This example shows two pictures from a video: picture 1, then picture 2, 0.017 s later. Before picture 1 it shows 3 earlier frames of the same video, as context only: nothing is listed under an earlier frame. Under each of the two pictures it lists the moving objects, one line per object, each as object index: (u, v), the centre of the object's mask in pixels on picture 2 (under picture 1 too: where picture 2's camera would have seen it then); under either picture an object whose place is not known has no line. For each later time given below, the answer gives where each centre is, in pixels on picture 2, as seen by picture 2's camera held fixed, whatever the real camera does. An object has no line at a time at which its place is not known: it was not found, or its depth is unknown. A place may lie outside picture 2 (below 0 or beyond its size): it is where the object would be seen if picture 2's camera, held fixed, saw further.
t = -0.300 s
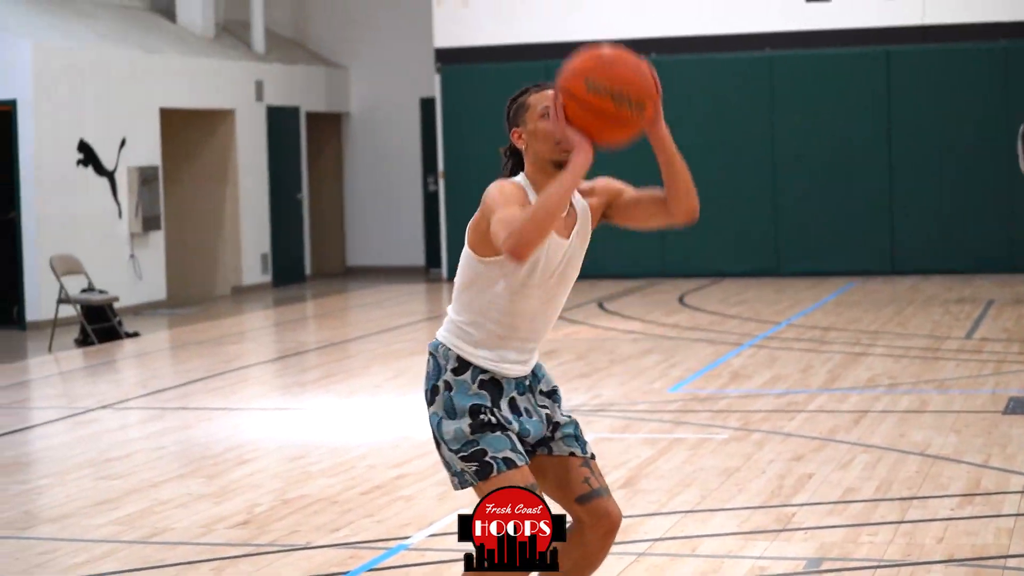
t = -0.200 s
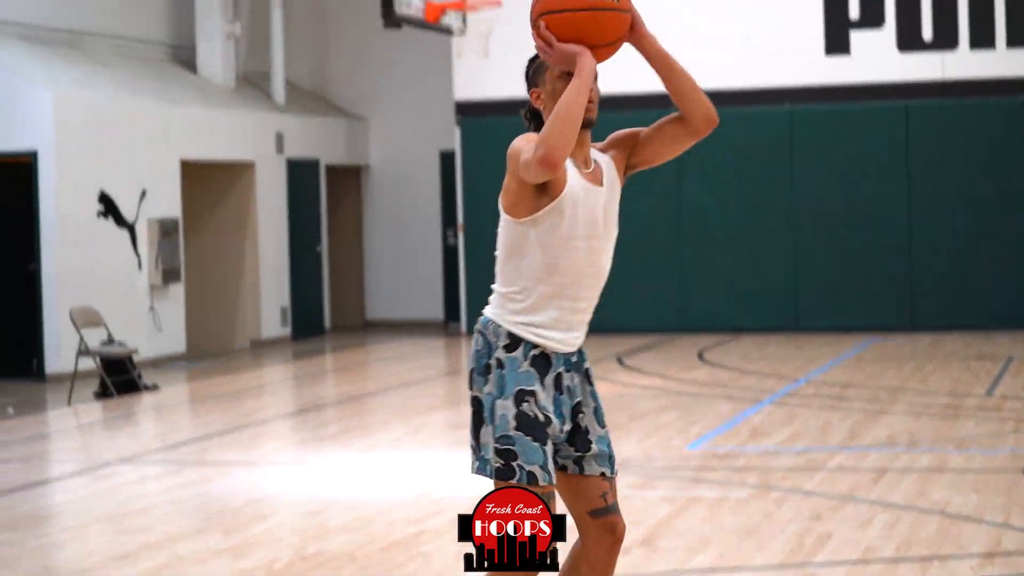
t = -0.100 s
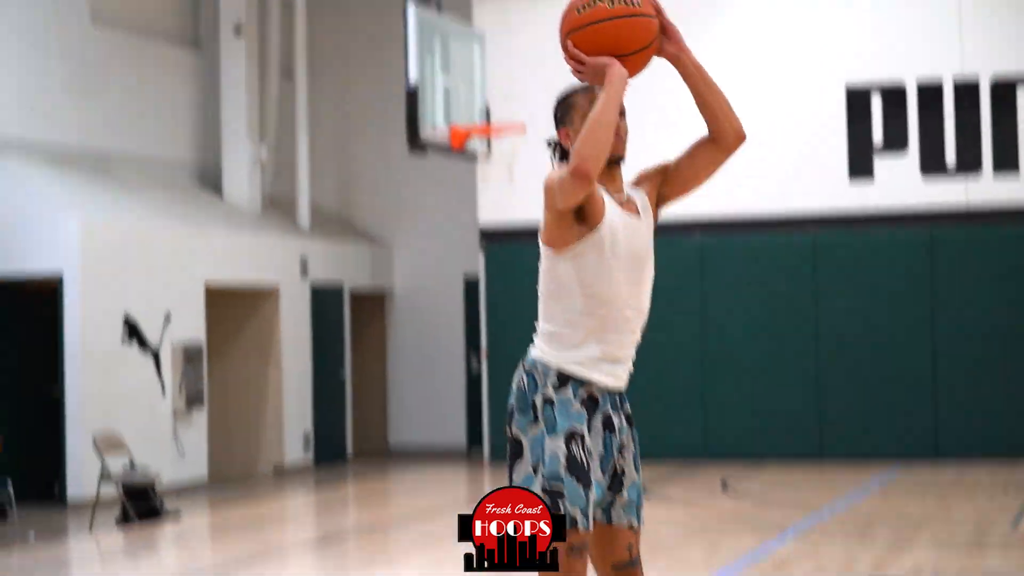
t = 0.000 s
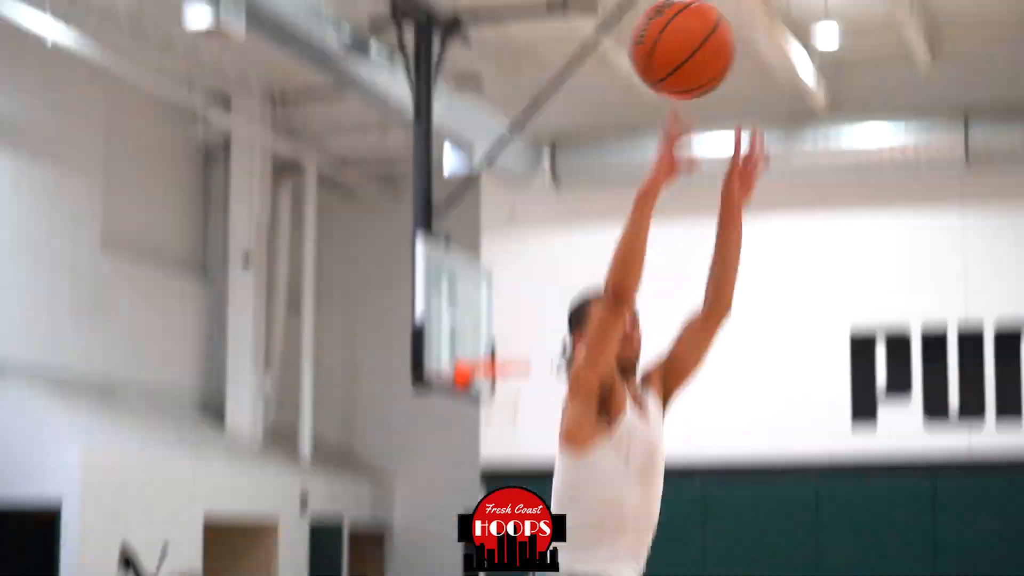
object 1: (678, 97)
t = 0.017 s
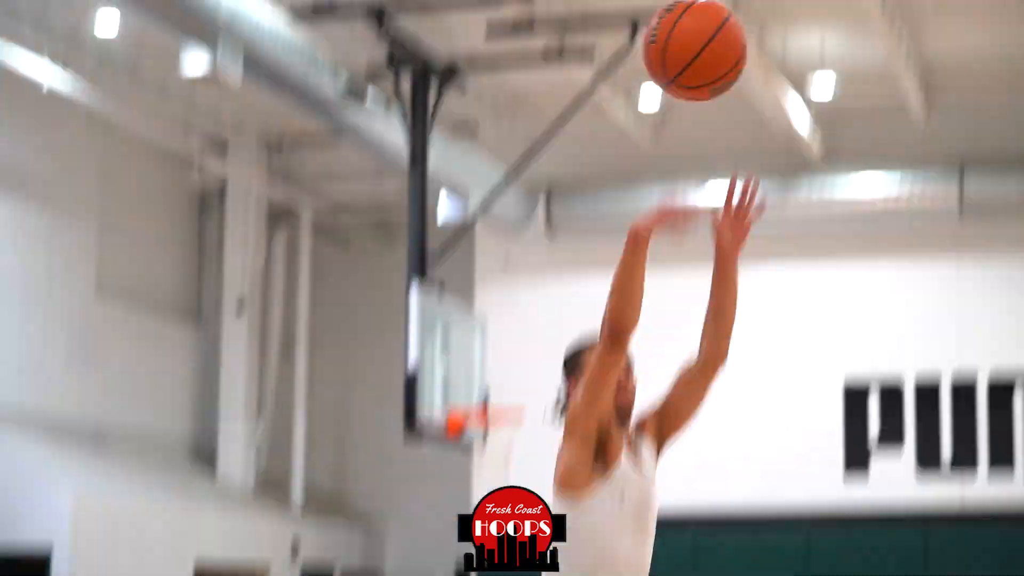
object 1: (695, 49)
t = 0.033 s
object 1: (711, 1)
